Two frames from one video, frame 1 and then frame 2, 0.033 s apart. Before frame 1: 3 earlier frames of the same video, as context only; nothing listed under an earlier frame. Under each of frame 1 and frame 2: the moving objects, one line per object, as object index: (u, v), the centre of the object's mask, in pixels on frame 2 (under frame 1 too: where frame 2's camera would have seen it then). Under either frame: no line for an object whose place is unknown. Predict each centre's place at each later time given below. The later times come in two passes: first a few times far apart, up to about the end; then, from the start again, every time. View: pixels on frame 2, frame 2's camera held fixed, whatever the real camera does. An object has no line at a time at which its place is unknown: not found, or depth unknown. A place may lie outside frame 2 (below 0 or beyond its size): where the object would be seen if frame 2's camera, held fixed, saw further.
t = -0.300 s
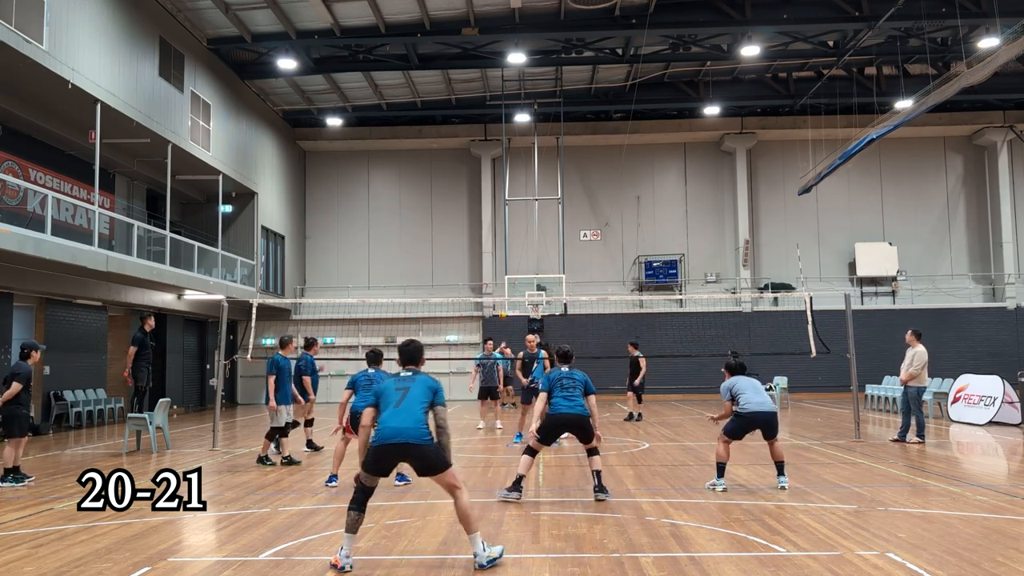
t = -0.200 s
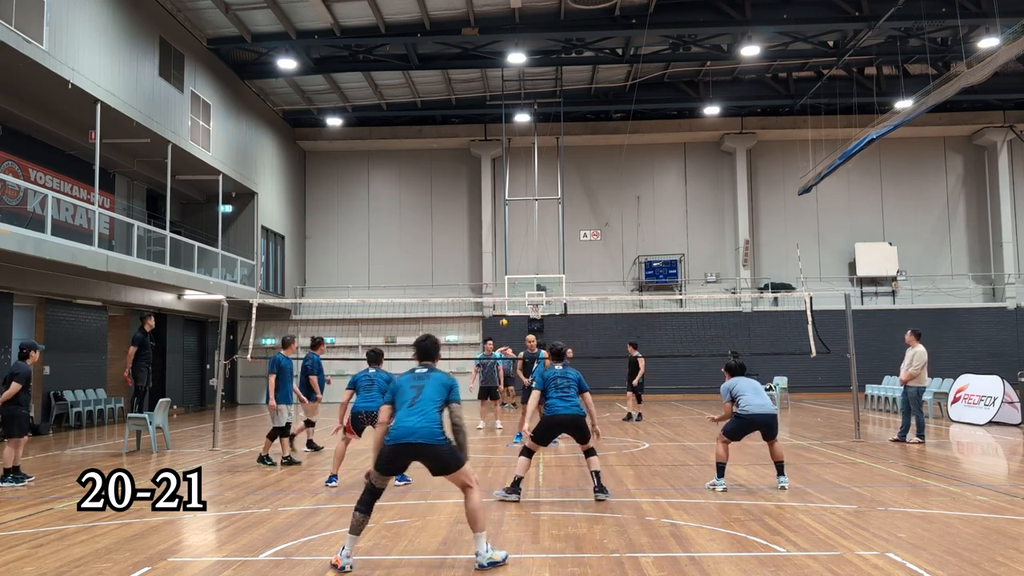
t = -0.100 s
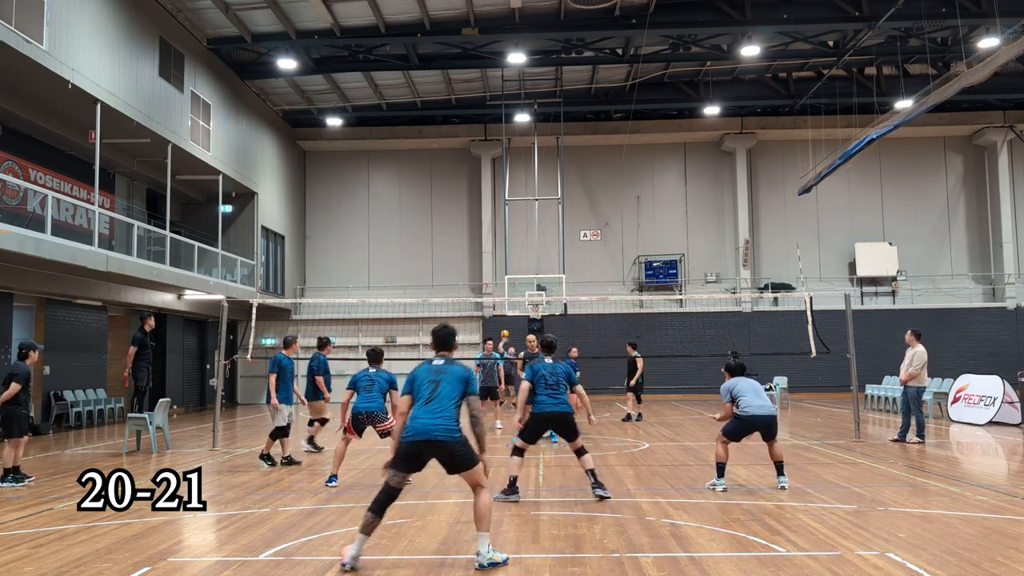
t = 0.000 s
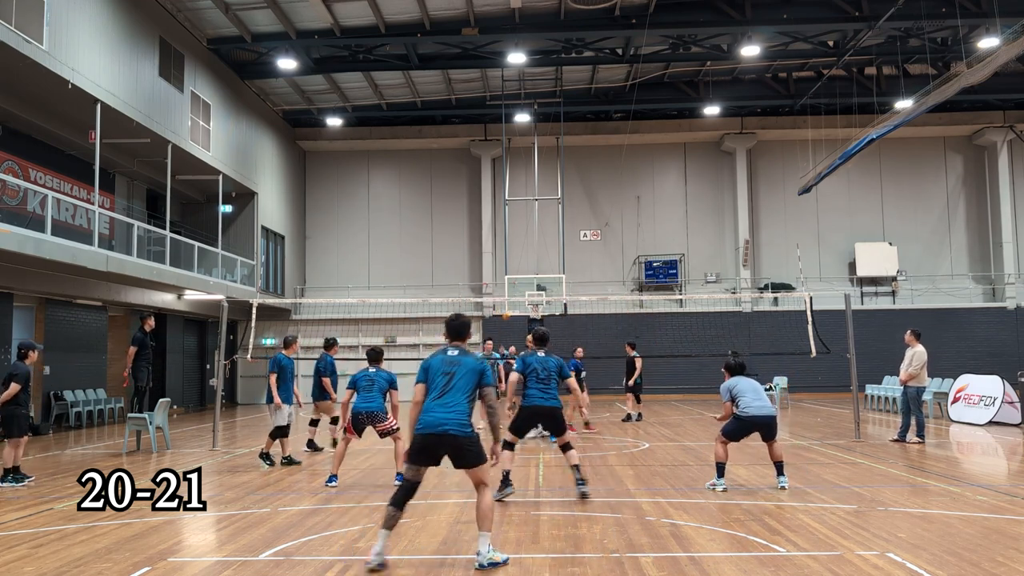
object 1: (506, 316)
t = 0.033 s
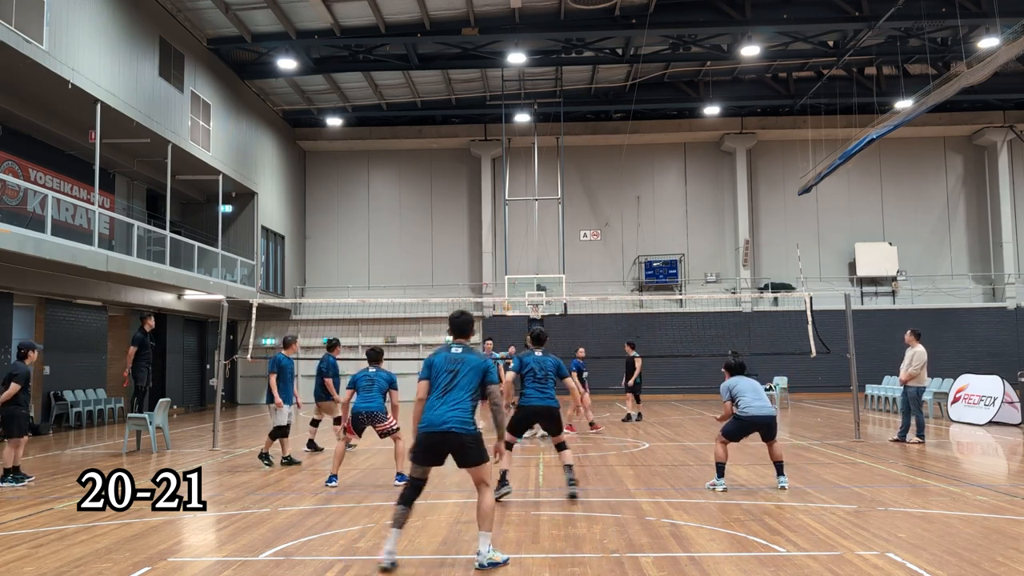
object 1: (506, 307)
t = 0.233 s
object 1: (507, 267)
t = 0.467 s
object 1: (510, 234)
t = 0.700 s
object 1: (514, 218)
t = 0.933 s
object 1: (518, 228)
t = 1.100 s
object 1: (523, 256)
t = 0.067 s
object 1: (507, 301)
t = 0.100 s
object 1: (506, 293)
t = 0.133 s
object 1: (507, 286)
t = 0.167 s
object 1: (506, 280)
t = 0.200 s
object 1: (508, 273)
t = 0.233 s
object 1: (507, 267)
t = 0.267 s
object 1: (508, 261)
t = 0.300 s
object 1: (508, 256)
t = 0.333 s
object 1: (508, 251)
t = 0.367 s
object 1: (508, 246)
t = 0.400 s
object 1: (509, 241)
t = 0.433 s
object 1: (510, 237)
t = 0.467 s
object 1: (510, 234)
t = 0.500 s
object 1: (511, 230)
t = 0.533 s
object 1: (511, 227)
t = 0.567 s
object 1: (512, 224)
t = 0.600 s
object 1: (512, 222)
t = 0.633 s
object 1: (513, 220)
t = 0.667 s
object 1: (514, 218)
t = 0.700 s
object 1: (514, 218)
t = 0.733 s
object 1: (514, 218)
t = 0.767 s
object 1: (516, 218)
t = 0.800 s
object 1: (516, 219)
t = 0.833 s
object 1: (517, 220)
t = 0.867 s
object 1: (517, 222)
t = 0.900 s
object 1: (518, 225)
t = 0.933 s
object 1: (518, 228)
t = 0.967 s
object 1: (519, 232)
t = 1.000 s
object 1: (520, 237)
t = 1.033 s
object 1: (521, 242)
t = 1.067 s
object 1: (522, 249)
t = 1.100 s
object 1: (523, 256)
